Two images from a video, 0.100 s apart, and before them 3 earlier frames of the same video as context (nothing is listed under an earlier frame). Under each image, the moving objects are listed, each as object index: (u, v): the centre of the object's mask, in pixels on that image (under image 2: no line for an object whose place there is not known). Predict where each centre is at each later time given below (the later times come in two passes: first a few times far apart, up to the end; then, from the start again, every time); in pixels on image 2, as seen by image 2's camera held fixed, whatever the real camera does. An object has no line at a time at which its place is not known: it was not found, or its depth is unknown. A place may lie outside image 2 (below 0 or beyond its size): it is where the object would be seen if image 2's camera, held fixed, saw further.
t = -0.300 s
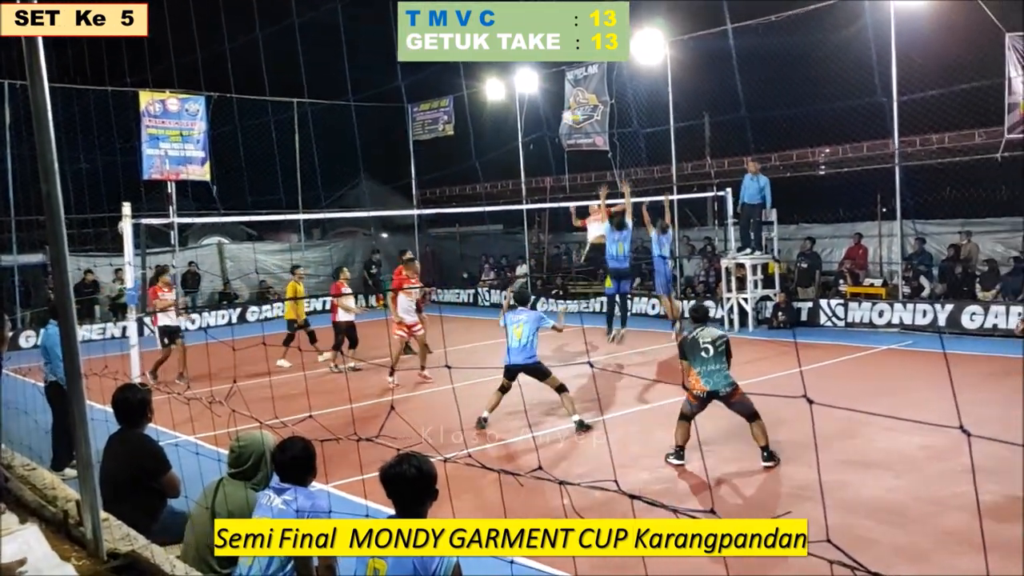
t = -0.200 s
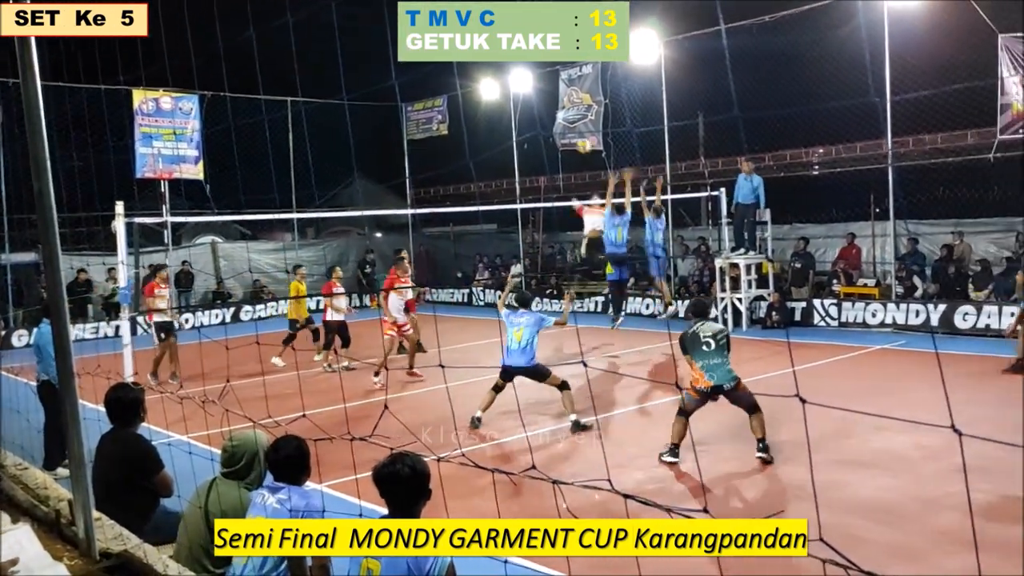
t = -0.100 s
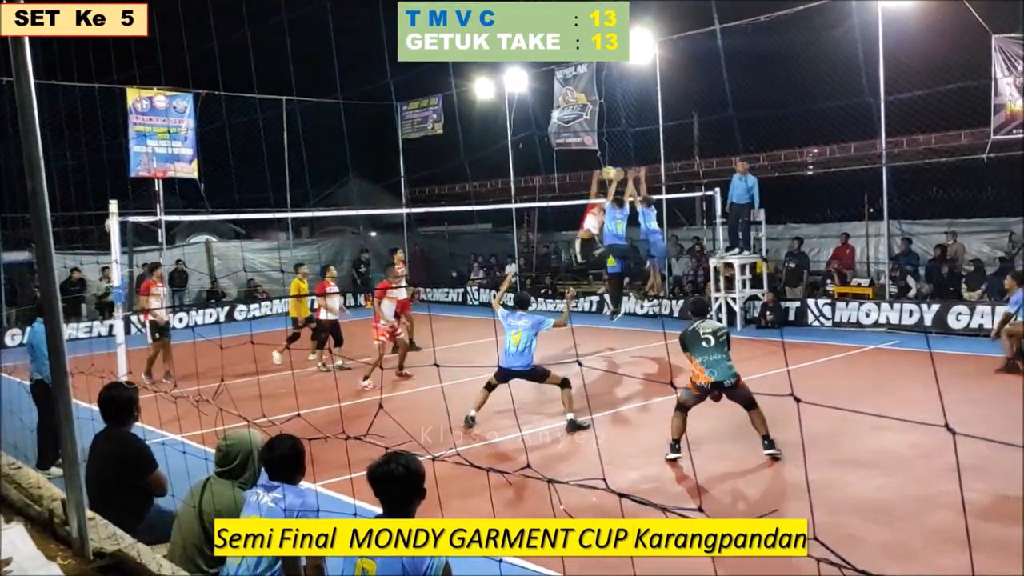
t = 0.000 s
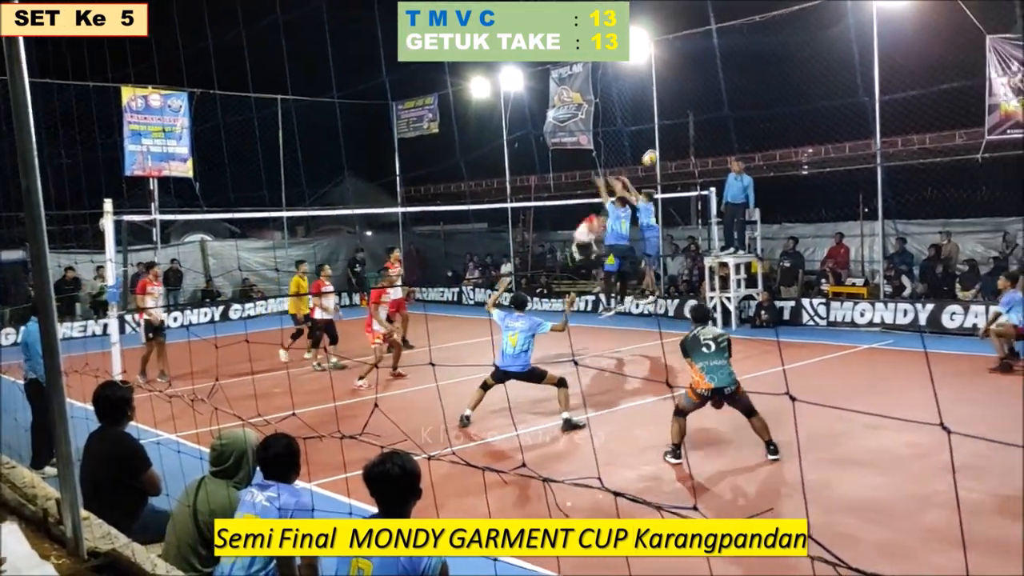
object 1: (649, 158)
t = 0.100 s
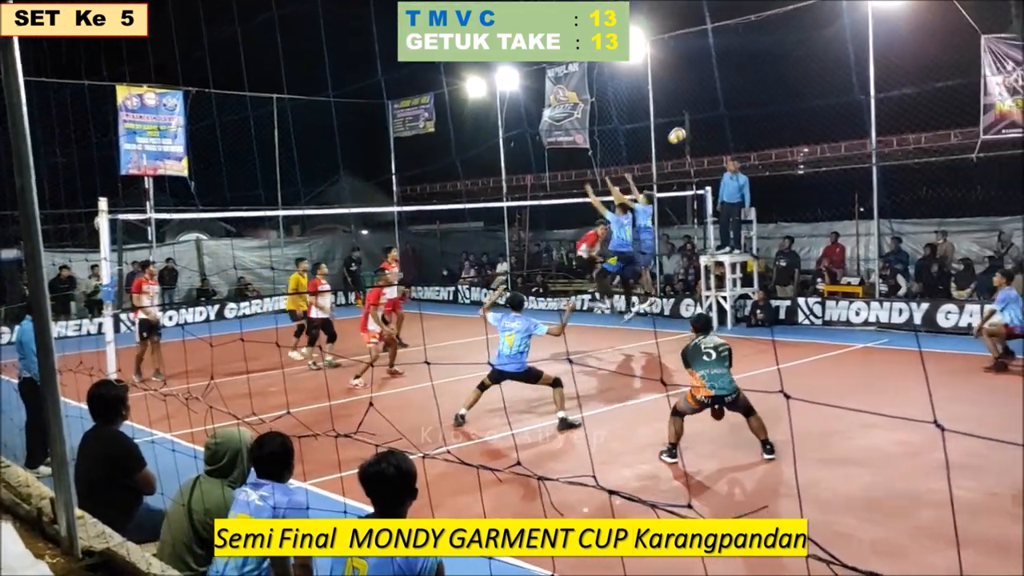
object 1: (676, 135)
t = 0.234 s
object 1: (720, 117)
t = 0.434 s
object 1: (787, 113)
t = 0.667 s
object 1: (875, 147)
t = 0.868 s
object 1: (949, 210)
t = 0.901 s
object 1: (961, 224)
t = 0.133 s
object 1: (688, 129)
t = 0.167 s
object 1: (698, 124)
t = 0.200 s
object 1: (708, 120)
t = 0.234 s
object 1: (720, 117)
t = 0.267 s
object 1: (731, 114)
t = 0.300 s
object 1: (741, 113)
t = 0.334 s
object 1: (753, 111)
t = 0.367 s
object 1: (765, 111)
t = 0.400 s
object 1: (776, 111)
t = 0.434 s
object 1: (787, 113)
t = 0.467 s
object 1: (801, 115)
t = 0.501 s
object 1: (810, 118)
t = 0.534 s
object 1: (823, 121)
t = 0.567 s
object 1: (837, 127)
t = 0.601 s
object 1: (847, 132)
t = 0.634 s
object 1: (860, 139)
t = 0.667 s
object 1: (875, 147)
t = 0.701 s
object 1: (885, 154)
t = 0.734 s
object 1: (897, 163)
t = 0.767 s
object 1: (913, 174)
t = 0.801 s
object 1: (924, 185)
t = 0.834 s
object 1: (936, 198)
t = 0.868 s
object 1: (949, 210)
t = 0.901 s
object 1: (961, 224)
